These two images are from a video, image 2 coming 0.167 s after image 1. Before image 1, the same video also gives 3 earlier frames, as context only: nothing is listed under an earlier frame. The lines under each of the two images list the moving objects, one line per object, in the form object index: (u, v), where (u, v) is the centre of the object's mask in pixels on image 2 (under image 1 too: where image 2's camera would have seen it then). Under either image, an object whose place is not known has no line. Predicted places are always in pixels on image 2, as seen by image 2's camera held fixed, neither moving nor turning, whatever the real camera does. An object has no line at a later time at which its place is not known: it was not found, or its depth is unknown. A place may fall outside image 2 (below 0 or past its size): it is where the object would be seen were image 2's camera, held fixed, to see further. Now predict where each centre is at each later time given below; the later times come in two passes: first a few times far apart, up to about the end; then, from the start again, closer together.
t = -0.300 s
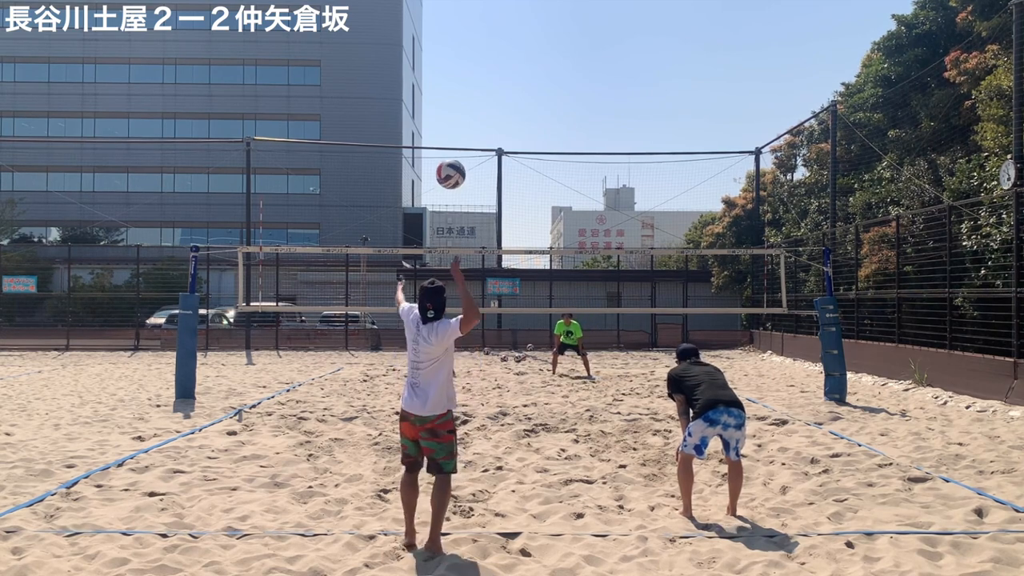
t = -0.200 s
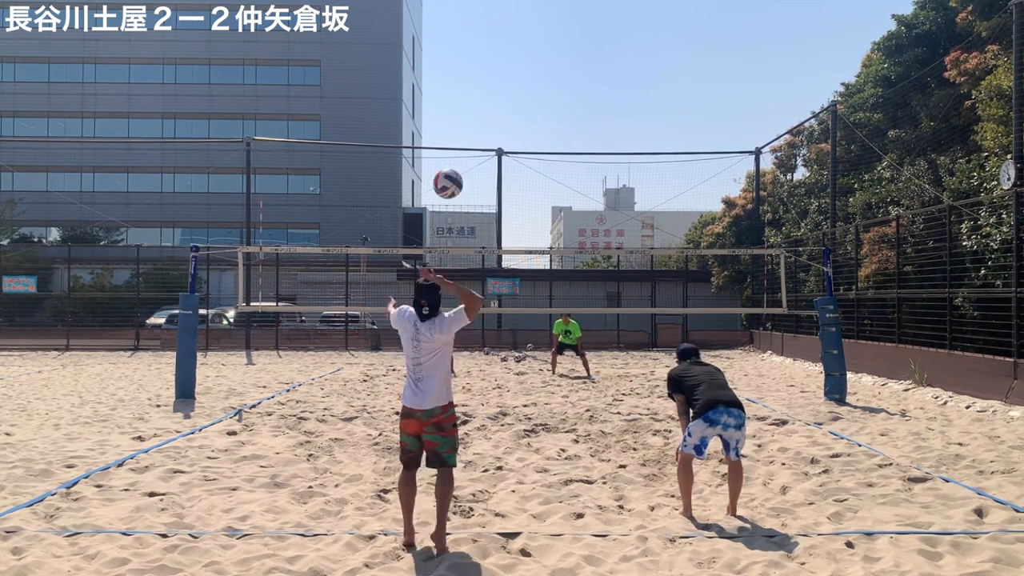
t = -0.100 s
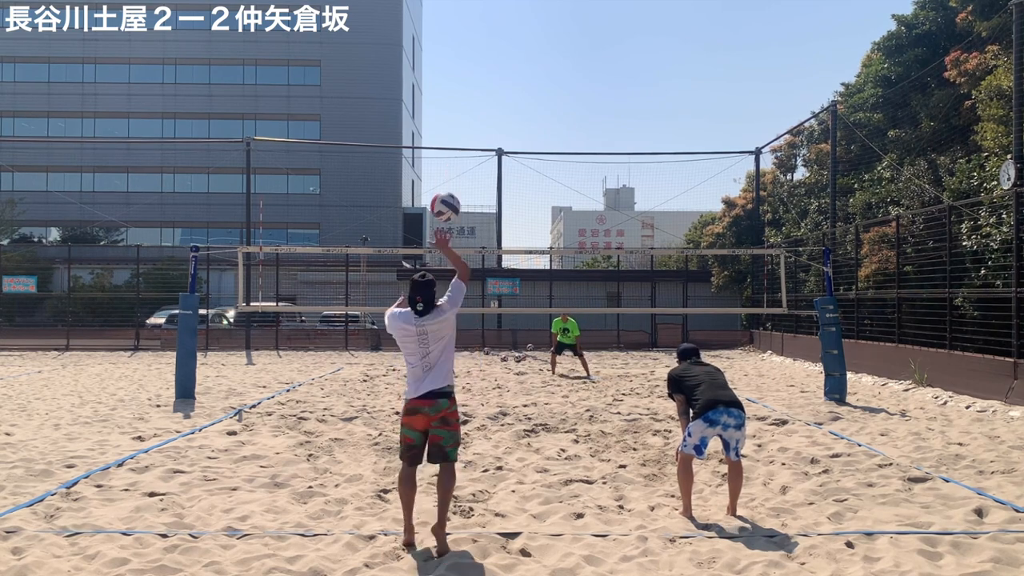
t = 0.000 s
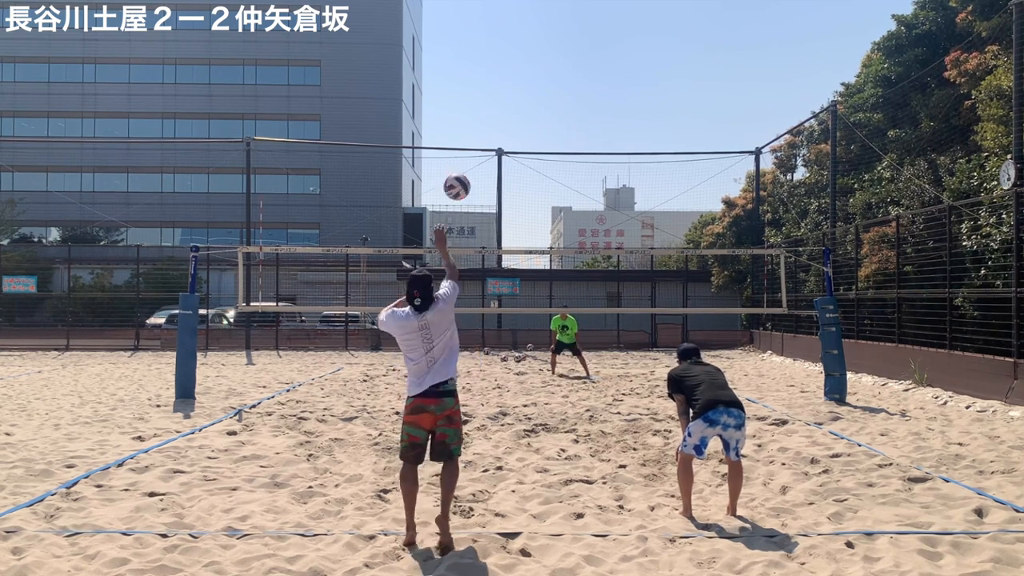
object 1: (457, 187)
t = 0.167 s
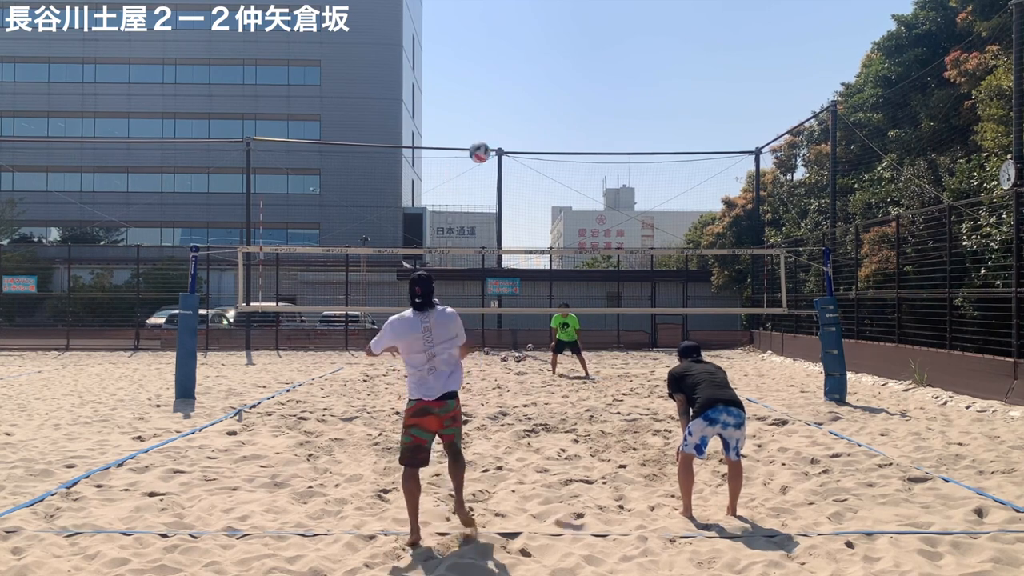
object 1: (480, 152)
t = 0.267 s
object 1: (489, 147)
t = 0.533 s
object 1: (510, 164)
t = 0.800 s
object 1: (520, 212)
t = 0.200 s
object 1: (483, 150)
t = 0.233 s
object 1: (486, 148)
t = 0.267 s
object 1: (489, 147)
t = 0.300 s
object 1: (492, 146)
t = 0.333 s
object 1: (495, 146)
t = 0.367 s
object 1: (498, 148)
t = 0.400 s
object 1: (501, 149)
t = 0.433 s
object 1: (503, 152)
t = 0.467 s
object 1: (505, 155)
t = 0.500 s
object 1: (508, 159)
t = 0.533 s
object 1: (510, 164)
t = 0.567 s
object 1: (512, 168)
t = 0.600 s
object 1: (513, 173)
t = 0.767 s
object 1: (519, 205)
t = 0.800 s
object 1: (520, 212)
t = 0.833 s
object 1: (521, 220)
